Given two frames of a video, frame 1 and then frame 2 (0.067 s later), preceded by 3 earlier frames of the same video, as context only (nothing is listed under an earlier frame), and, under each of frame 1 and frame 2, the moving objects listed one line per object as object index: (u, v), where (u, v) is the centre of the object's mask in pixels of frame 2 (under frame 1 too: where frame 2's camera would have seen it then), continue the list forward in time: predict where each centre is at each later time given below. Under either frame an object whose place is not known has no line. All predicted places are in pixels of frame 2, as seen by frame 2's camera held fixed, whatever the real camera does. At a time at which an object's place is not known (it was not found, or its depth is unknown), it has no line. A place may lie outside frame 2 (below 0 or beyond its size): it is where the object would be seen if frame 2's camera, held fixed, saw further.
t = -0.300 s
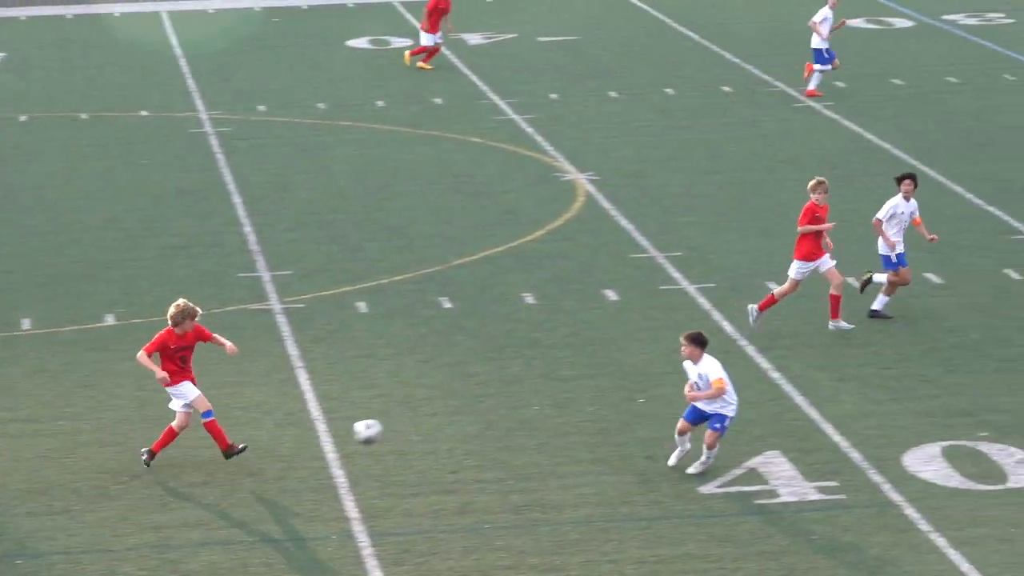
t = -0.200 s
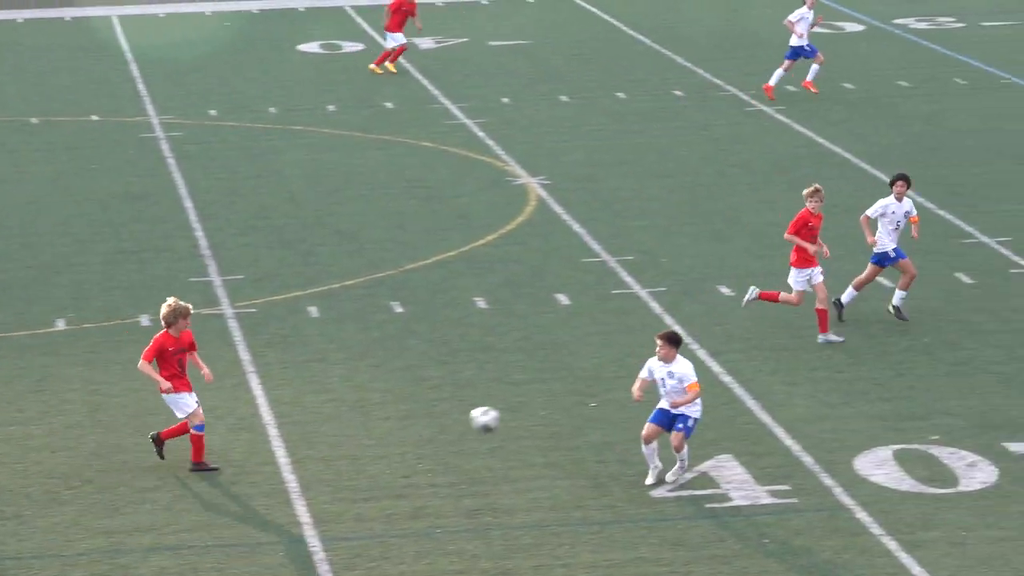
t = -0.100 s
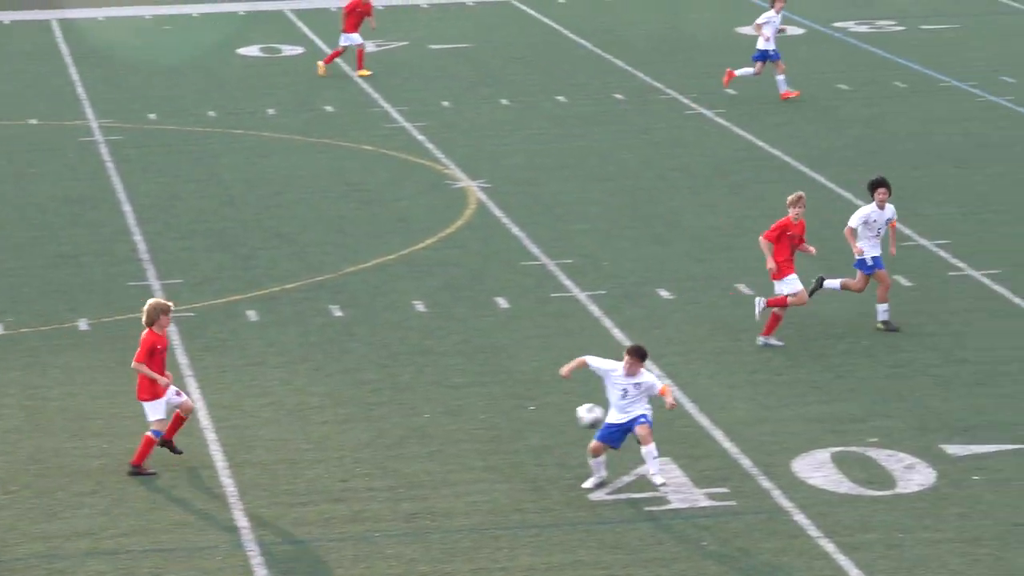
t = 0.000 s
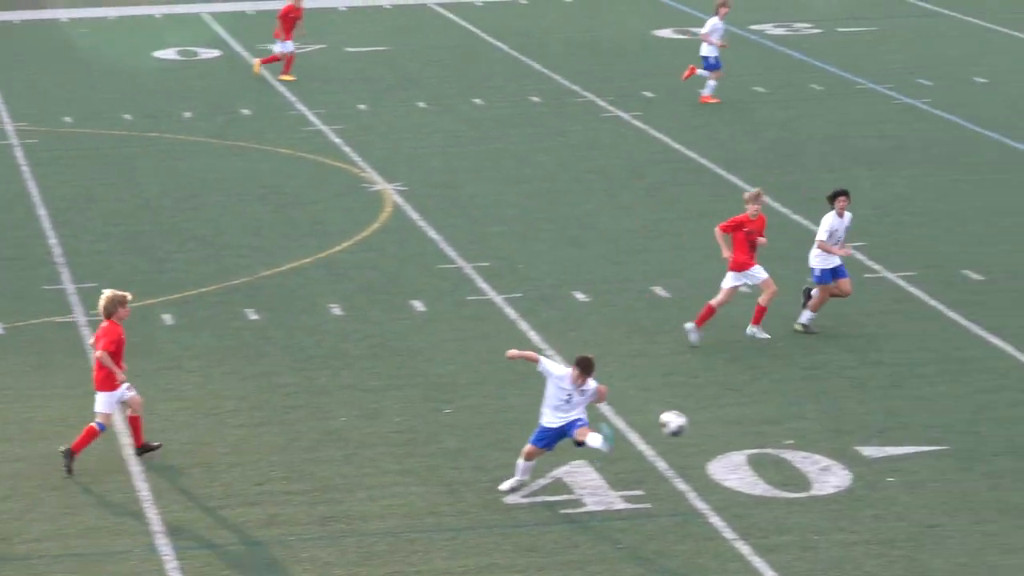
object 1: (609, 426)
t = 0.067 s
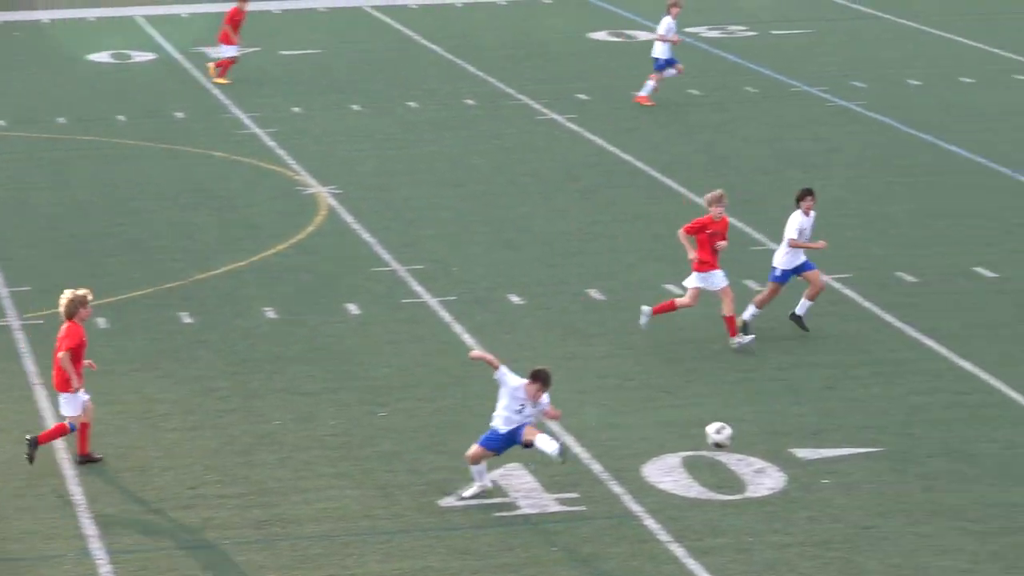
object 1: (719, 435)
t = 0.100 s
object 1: (774, 441)
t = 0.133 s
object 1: (829, 448)
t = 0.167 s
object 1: (884, 458)
